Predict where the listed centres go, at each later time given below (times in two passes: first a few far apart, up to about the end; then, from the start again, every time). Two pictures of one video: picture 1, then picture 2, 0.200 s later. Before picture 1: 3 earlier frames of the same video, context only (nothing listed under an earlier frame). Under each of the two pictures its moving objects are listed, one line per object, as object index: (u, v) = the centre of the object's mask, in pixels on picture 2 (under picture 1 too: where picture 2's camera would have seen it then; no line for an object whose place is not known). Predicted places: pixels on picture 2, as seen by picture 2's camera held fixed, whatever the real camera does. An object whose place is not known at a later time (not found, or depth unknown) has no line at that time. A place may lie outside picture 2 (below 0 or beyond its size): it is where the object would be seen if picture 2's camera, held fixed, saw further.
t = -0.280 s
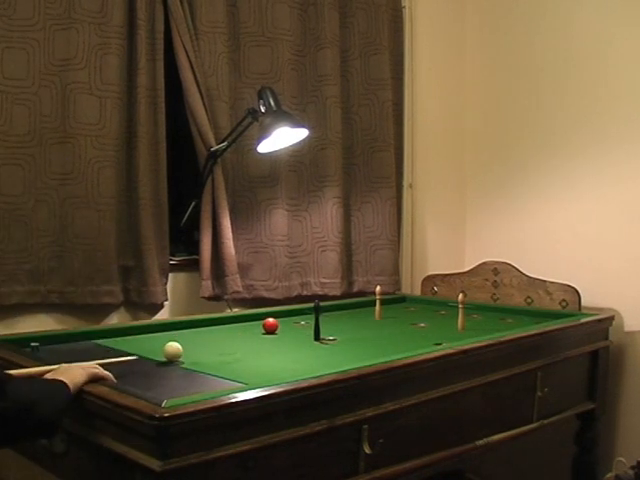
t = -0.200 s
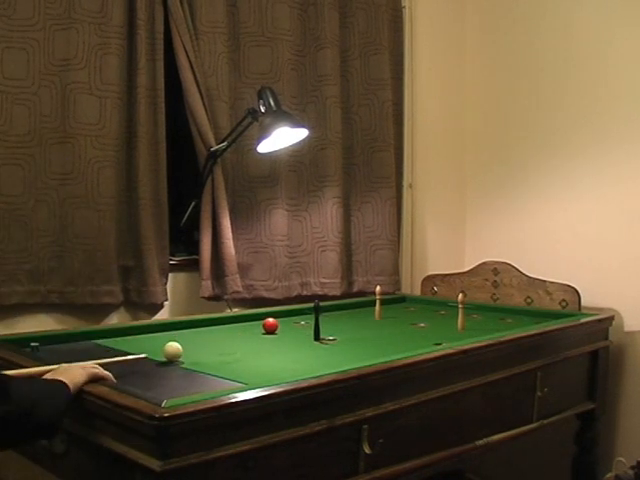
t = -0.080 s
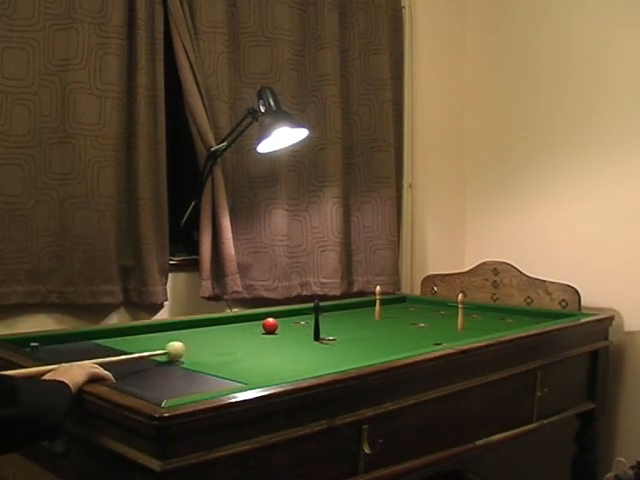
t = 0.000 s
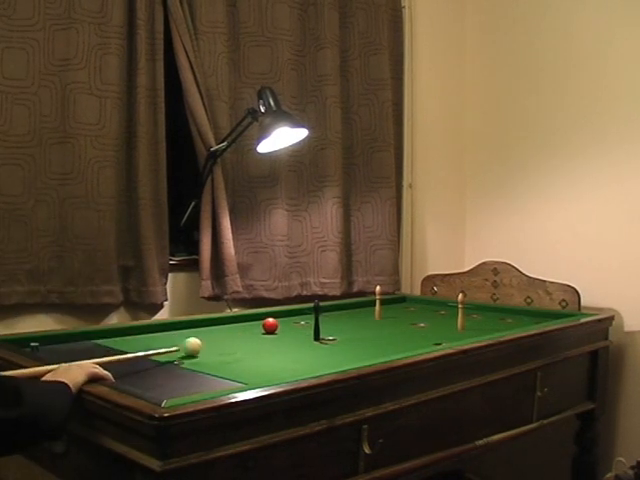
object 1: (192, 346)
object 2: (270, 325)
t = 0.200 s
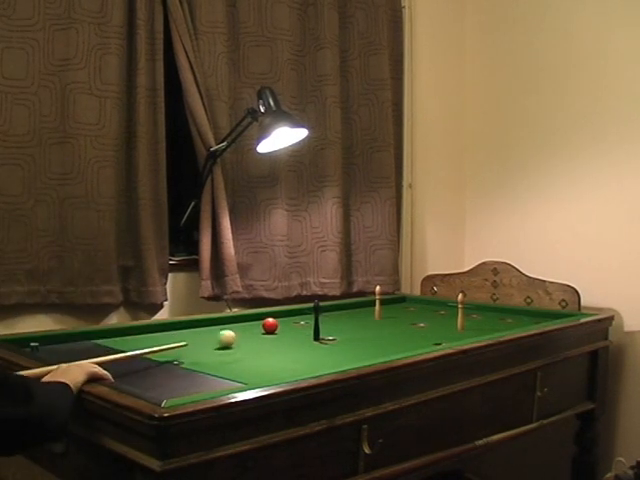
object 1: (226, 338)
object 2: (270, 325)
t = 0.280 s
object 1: (239, 335)
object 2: (270, 325)
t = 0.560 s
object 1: (277, 327)
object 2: (266, 323)
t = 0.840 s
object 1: (308, 324)
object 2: (268, 319)
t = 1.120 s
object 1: (341, 323)
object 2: (267, 316)
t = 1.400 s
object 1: (365, 321)
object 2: (274, 313)
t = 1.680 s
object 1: (387, 319)
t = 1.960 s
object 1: (406, 318)
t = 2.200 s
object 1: (419, 318)
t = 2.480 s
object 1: (418, 319)
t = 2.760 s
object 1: (418, 319)
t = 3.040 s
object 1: (414, 318)
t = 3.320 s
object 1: (419, 321)
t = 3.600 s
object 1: (420, 320)
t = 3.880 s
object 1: (416, 320)
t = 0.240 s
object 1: (232, 337)
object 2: (270, 325)
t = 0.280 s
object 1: (239, 335)
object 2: (270, 325)
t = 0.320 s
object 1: (245, 333)
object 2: (270, 325)
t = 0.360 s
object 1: (251, 332)
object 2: (270, 325)
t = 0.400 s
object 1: (256, 331)
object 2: (270, 325)
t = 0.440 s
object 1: (261, 329)
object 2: (272, 324)
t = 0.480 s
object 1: (266, 328)
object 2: (273, 322)
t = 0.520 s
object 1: (271, 327)
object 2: (266, 321)
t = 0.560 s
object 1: (277, 327)
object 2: (266, 323)
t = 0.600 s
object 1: (282, 327)
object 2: (268, 323)
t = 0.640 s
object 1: (287, 326)
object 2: (269, 323)
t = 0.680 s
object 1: (292, 326)
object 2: (269, 322)
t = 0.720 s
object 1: (297, 325)
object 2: (269, 321)
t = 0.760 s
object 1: (302, 325)
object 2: (269, 321)
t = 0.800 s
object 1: (305, 325)
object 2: (268, 320)
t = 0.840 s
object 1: (308, 324)
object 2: (268, 319)
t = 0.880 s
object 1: (311, 323)
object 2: (268, 319)
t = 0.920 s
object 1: (323, 324)
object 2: (268, 318)
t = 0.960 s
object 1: (325, 324)
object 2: (268, 318)
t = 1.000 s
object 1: (328, 324)
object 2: (268, 317)
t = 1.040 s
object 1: (332, 323)
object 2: (267, 317)
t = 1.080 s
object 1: (336, 323)
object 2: (267, 317)
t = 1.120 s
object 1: (341, 323)
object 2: (267, 316)
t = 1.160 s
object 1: (345, 323)
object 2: (267, 315)
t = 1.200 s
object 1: (348, 323)
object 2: (267, 314)
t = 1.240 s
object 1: (352, 322)
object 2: (267, 314)
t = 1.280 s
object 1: (356, 321)
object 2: (268, 314)
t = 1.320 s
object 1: (359, 321)
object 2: (270, 313)
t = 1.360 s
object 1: (362, 321)
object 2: (272, 313)
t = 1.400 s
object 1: (365, 321)
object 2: (274, 313)
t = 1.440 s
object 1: (369, 320)
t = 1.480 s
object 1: (372, 320)
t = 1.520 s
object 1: (375, 320)
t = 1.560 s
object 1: (378, 320)
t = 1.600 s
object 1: (381, 319)
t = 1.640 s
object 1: (385, 319)
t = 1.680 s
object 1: (387, 319)
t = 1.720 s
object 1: (390, 319)
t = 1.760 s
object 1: (393, 319)
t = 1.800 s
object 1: (396, 319)
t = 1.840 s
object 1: (399, 318)
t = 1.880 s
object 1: (401, 318)
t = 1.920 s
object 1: (404, 318)
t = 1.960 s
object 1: (406, 318)
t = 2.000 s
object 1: (408, 318)
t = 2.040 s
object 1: (410, 318)
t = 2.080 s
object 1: (413, 318)
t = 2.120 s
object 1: (415, 318)
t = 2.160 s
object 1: (417, 318)
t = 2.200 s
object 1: (419, 318)
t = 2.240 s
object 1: (421, 319)
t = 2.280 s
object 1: (418, 319)
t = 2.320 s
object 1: (414, 318)
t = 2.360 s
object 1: (413, 318)
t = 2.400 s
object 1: (413, 318)
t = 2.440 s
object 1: (415, 318)
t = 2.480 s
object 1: (418, 319)
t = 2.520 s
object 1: (419, 320)
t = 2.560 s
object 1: (415, 318)
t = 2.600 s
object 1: (413, 317)
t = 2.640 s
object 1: (413, 318)
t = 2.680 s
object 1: (415, 318)
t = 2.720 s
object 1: (418, 320)
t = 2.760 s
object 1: (418, 319)
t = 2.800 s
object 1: (415, 318)
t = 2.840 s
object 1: (414, 318)
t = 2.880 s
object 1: (414, 318)
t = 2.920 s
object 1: (417, 320)
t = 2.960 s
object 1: (418, 320)
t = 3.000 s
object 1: (415, 318)
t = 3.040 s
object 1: (414, 318)
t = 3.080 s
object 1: (415, 319)
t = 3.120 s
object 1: (418, 320)
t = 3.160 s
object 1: (417, 320)
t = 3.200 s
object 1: (415, 318)
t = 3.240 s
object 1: (415, 318)
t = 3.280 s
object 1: (417, 319)
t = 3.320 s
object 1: (419, 321)
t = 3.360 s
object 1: (416, 320)
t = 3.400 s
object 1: (417, 319)
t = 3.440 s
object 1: (418, 319)
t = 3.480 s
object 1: (419, 321)
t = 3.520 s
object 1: (417, 321)
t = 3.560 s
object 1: (419, 320)
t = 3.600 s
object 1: (420, 320)
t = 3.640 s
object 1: (417, 321)
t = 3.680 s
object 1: (419, 321)
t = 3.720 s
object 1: (419, 319)
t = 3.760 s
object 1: (418, 320)
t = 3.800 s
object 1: (418, 321)
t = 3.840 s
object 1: (418, 320)
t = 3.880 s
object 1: (416, 320)
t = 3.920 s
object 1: (418, 321)
